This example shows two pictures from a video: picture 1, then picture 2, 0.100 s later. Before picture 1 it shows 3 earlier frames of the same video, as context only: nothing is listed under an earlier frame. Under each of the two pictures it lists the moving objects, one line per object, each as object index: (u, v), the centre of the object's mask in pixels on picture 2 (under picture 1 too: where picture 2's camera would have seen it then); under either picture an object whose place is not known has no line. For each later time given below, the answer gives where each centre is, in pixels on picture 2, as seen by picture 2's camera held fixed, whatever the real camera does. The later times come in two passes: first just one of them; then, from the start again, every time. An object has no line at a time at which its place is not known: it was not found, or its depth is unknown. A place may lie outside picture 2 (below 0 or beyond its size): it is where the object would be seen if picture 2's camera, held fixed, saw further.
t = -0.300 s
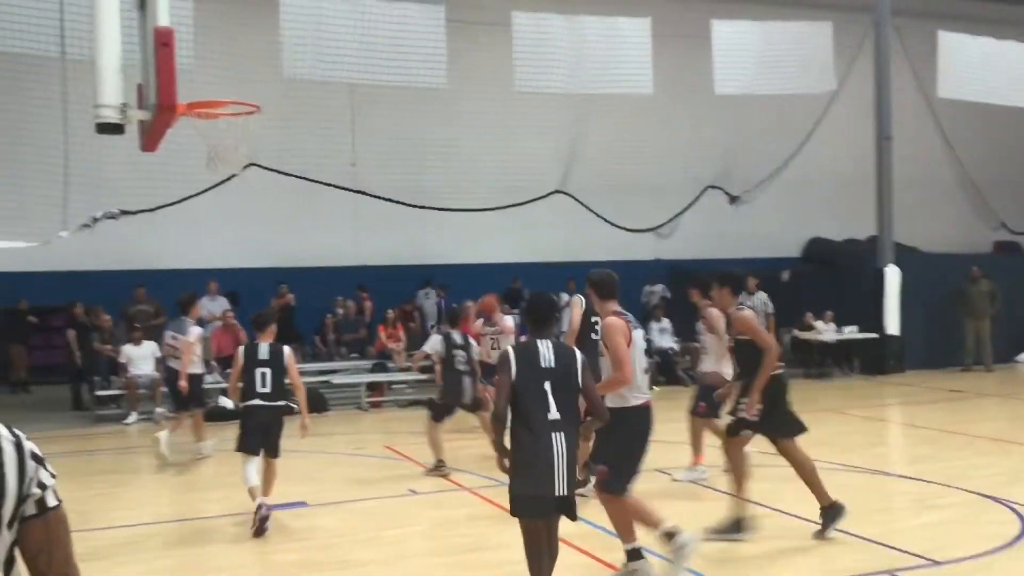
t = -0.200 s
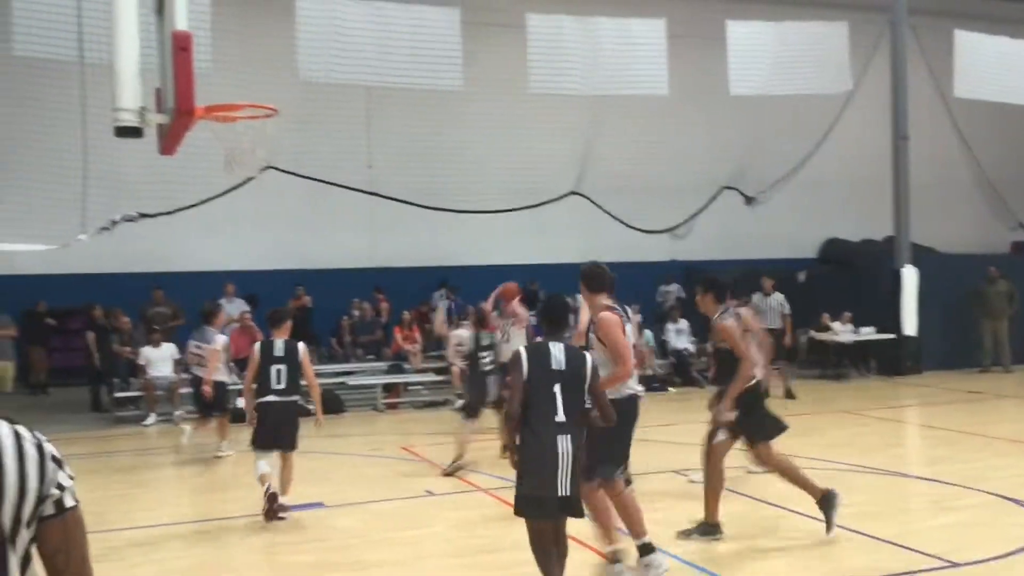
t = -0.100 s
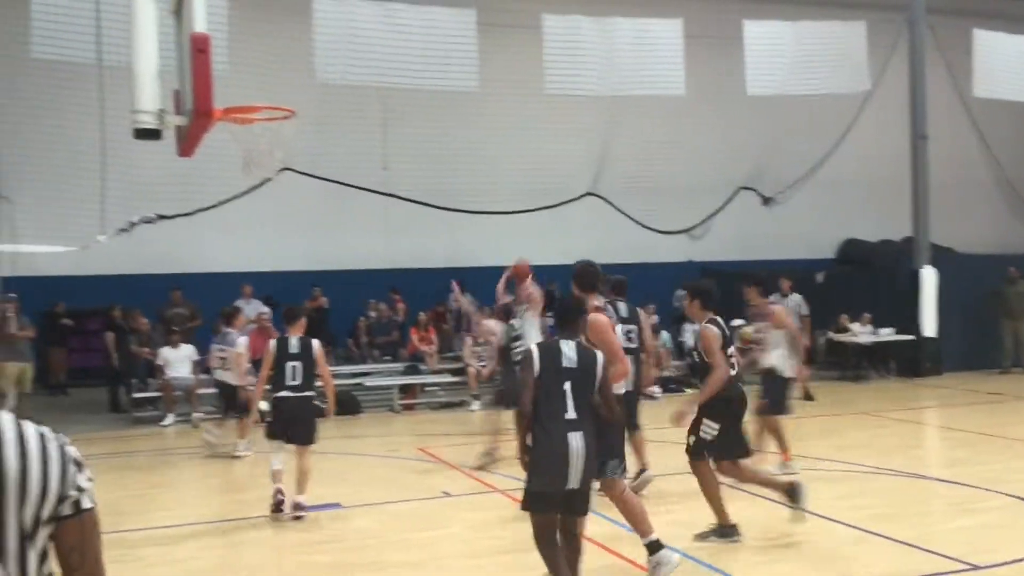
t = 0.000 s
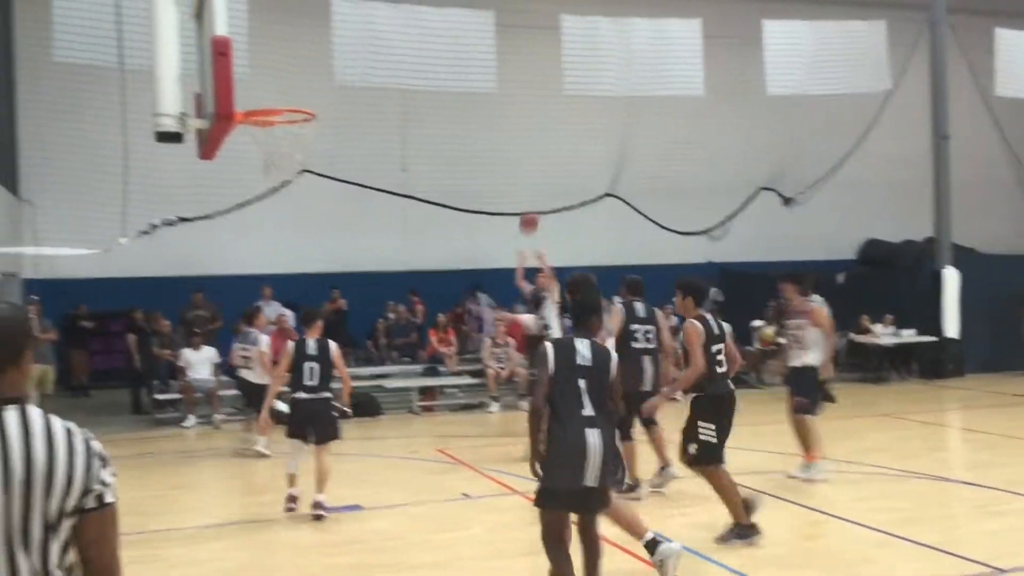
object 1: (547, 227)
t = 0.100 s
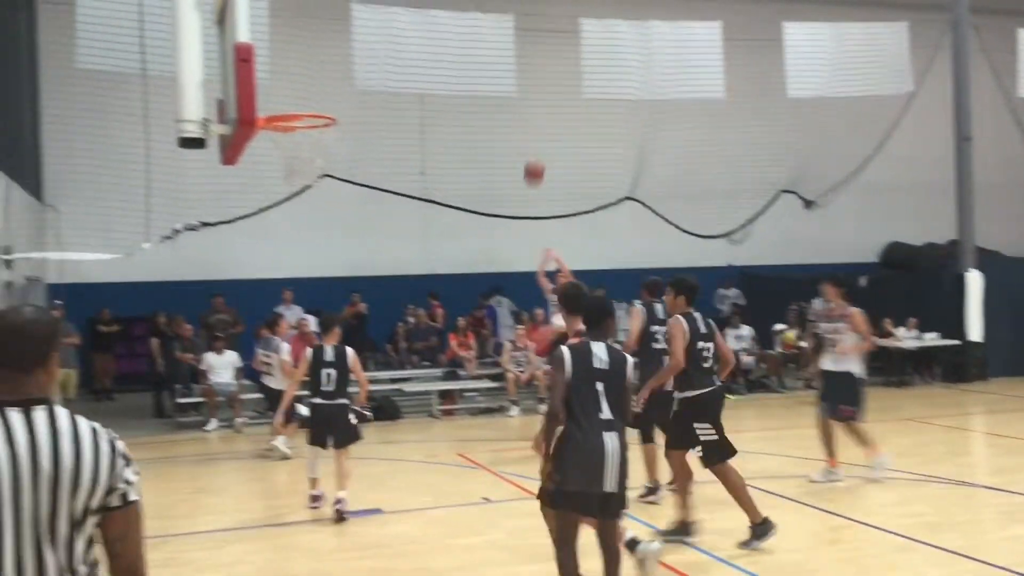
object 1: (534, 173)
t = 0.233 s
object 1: (514, 111)
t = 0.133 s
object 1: (529, 157)
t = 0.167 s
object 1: (523, 141)
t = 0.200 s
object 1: (519, 126)
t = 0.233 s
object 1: (514, 111)
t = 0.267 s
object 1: (509, 97)
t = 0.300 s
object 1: (504, 82)
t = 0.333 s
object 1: (499, 70)
